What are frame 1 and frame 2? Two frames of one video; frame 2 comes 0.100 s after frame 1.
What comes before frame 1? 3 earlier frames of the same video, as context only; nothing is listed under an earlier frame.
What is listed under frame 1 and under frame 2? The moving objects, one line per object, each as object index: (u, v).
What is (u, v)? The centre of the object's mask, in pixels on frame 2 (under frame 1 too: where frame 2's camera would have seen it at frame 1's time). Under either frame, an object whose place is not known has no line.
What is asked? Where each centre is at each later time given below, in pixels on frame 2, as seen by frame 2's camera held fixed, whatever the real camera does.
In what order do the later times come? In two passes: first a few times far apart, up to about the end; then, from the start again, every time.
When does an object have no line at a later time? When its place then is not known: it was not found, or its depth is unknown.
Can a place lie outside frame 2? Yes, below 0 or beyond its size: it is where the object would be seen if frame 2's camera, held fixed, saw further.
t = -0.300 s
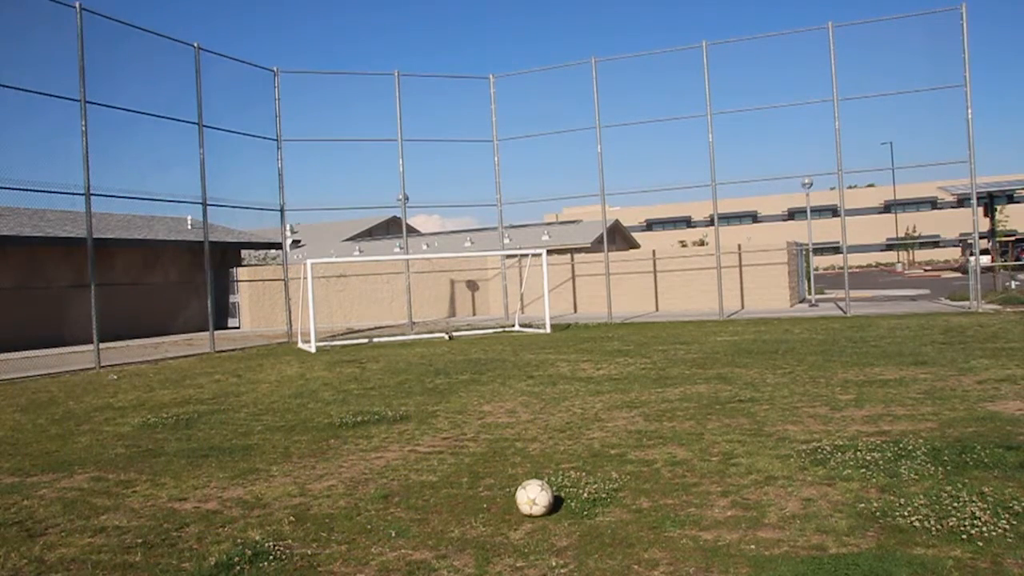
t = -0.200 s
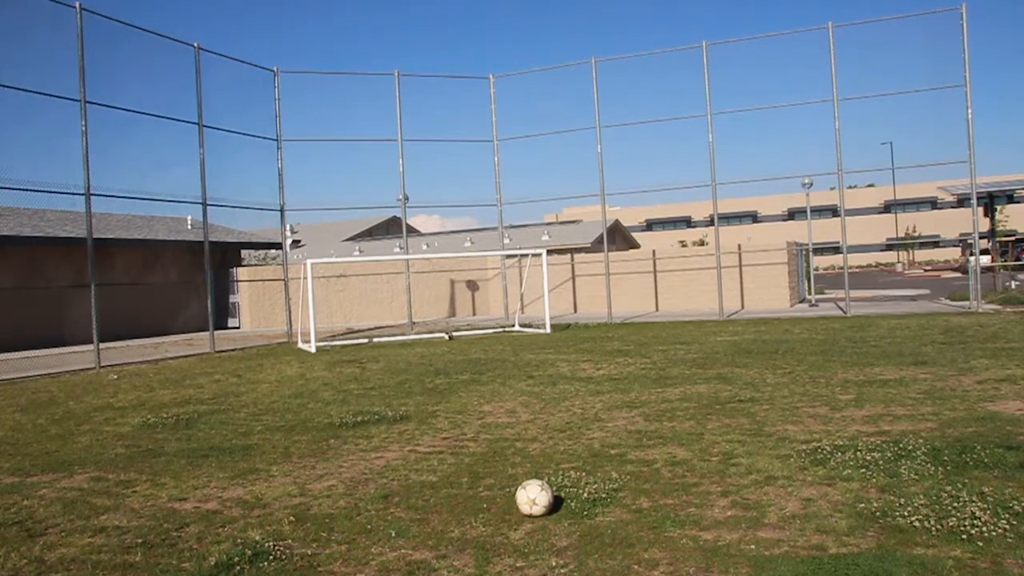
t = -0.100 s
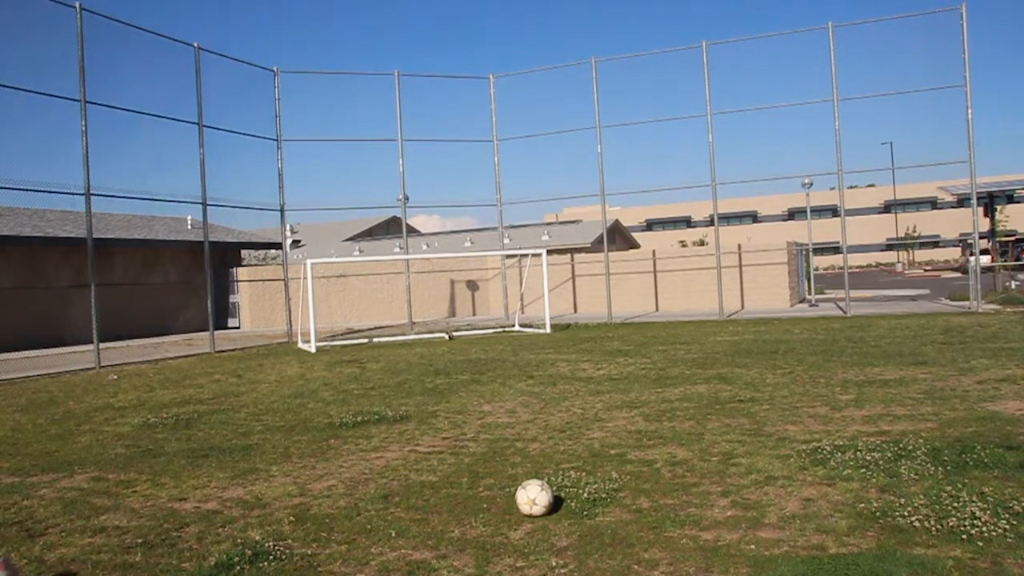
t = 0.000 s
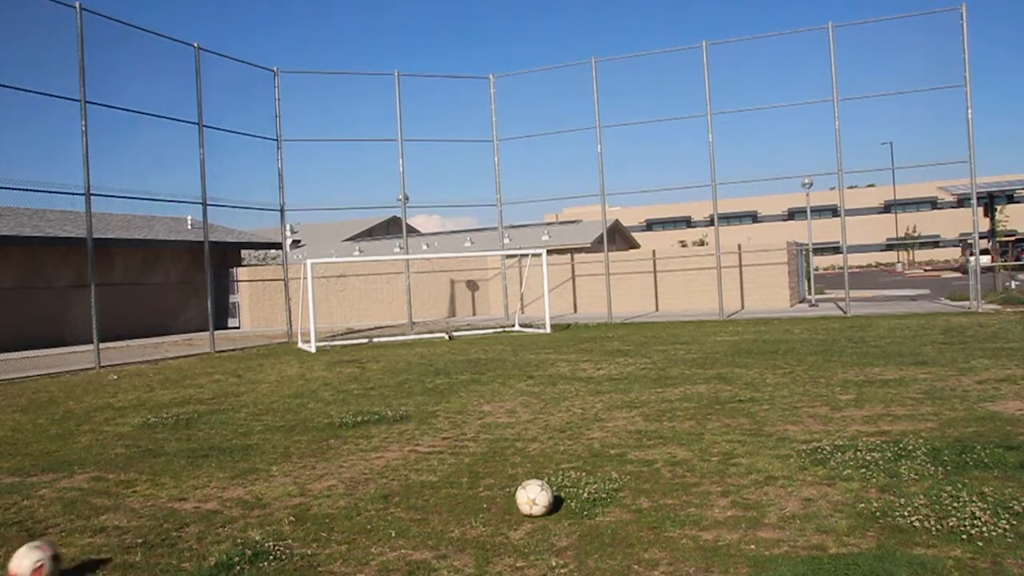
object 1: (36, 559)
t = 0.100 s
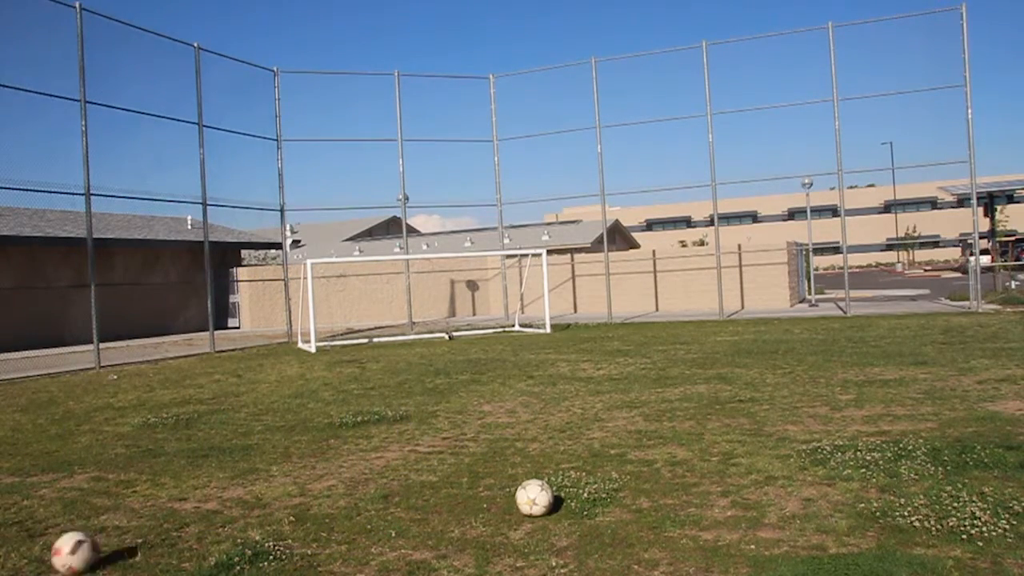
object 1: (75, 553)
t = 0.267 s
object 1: (130, 531)
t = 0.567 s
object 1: (209, 505)
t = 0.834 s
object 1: (266, 484)
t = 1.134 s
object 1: (325, 472)
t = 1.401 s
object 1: (373, 461)
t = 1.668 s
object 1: (416, 451)
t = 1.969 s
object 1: (457, 442)
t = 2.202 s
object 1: (486, 436)
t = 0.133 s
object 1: (87, 546)
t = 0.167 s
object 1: (97, 540)
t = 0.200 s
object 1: (108, 534)
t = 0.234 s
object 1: (119, 532)
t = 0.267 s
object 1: (130, 531)
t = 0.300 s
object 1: (139, 529)
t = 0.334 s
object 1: (147, 524)
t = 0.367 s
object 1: (157, 519)
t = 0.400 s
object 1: (165, 517)
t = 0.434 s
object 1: (174, 517)
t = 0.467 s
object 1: (184, 515)
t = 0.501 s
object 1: (193, 512)
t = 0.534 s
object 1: (201, 509)
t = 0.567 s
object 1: (209, 505)
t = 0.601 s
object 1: (216, 502)
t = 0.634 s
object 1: (225, 501)
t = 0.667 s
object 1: (231, 498)
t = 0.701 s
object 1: (239, 495)
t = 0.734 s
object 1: (246, 494)
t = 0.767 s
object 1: (253, 493)
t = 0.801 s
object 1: (260, 488)
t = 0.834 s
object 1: (266, 484)
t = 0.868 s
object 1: (273, 483)
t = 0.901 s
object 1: (278, 482)
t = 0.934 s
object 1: (285, 484)
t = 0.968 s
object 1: (293, 481)
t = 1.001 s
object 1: (299, 478)
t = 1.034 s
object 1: (305, 476)
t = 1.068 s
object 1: (312, 477)
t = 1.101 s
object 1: (319, 475)
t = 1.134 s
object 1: (325, 472)
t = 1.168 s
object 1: (331, 471)
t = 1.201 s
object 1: (337, 469)
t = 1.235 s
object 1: (343, 466)
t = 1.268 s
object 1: (349, 467)
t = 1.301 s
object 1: (355, 465)
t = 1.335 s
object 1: (361, 464)
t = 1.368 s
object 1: (367, 462)
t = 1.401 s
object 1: (373, 461)
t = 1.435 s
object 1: (379, 459)
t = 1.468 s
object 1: (384, 458)
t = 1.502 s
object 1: (389, 456)
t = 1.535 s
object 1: (395, 456)
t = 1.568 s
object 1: (400, 455)
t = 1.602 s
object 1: (406, 454)
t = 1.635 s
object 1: (411, 453)
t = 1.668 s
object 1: (416, 451)
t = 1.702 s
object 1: (421, 450)
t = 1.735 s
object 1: (426, 449)
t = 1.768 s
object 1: (431, 448)
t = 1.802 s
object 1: (435, 447)
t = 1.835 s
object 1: (440, 445)
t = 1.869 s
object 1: (444, 444)
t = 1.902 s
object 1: (449, 444)
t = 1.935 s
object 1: (453, 443)
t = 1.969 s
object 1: (457, 442)
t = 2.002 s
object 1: (462, 441)
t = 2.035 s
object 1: (466, 439)
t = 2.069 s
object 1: (470, 438)
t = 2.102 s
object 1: (473, 438)
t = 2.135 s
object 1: (478, 438)
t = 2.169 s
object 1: (482, 437)
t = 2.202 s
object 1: (486, 436)
